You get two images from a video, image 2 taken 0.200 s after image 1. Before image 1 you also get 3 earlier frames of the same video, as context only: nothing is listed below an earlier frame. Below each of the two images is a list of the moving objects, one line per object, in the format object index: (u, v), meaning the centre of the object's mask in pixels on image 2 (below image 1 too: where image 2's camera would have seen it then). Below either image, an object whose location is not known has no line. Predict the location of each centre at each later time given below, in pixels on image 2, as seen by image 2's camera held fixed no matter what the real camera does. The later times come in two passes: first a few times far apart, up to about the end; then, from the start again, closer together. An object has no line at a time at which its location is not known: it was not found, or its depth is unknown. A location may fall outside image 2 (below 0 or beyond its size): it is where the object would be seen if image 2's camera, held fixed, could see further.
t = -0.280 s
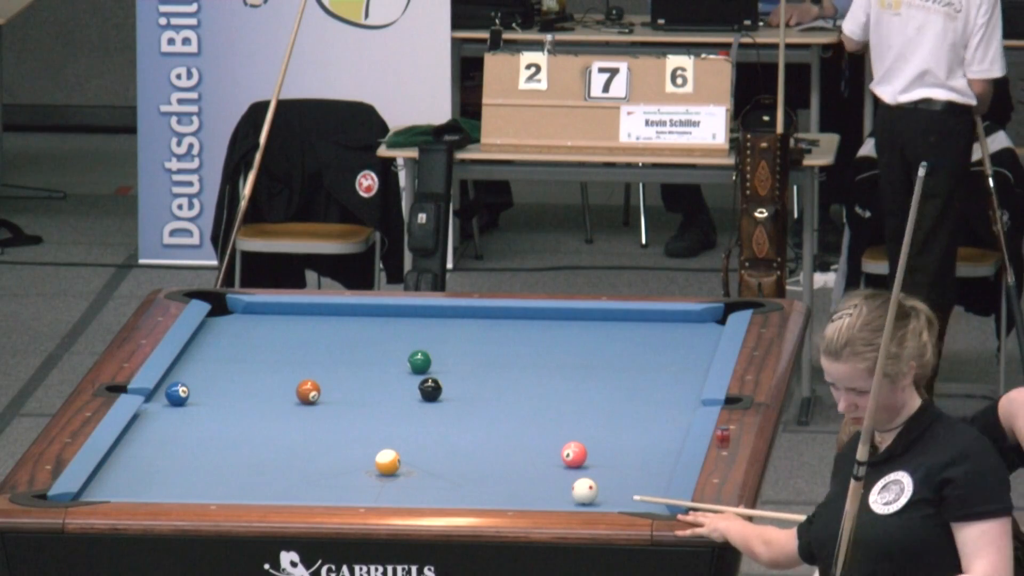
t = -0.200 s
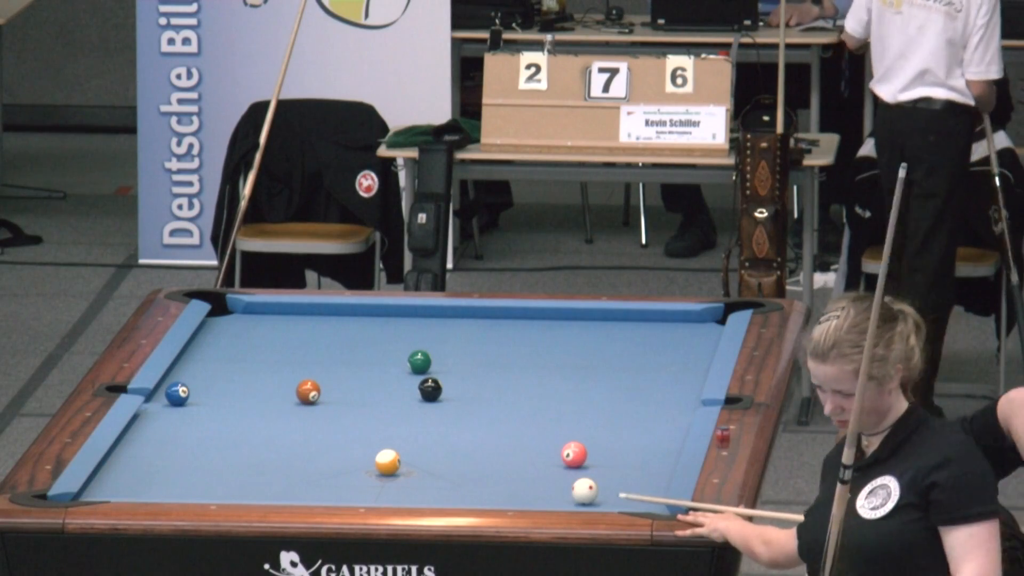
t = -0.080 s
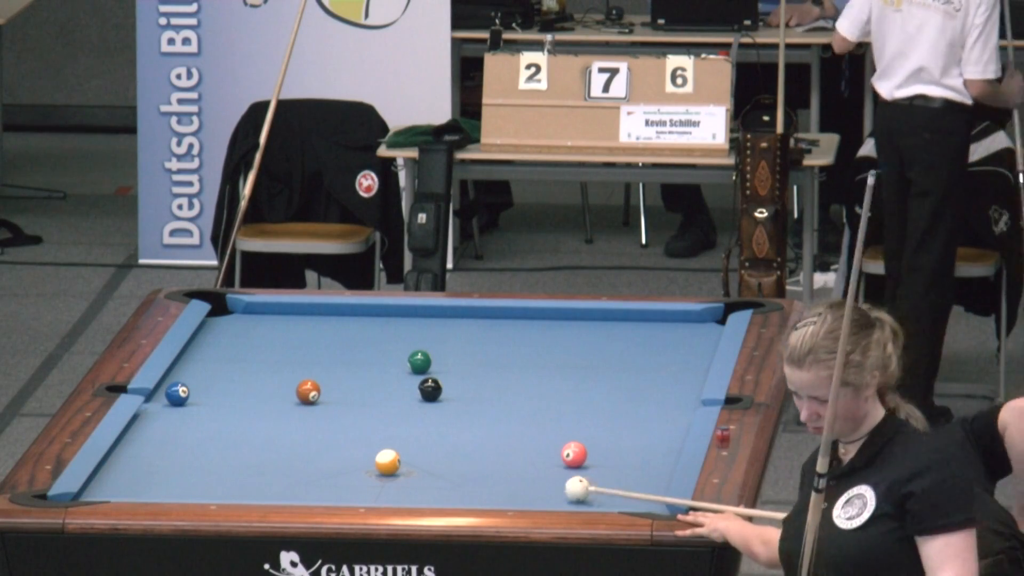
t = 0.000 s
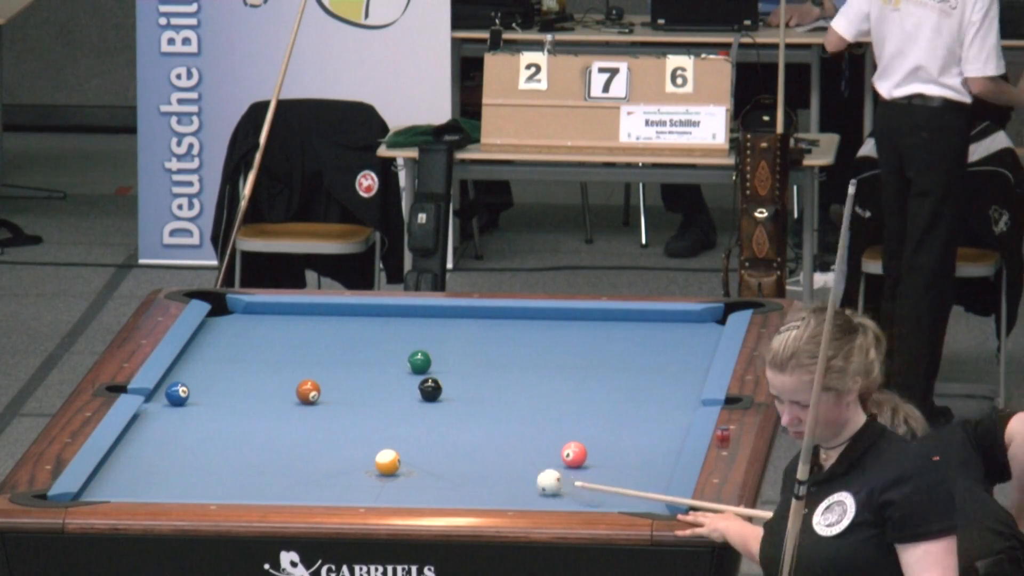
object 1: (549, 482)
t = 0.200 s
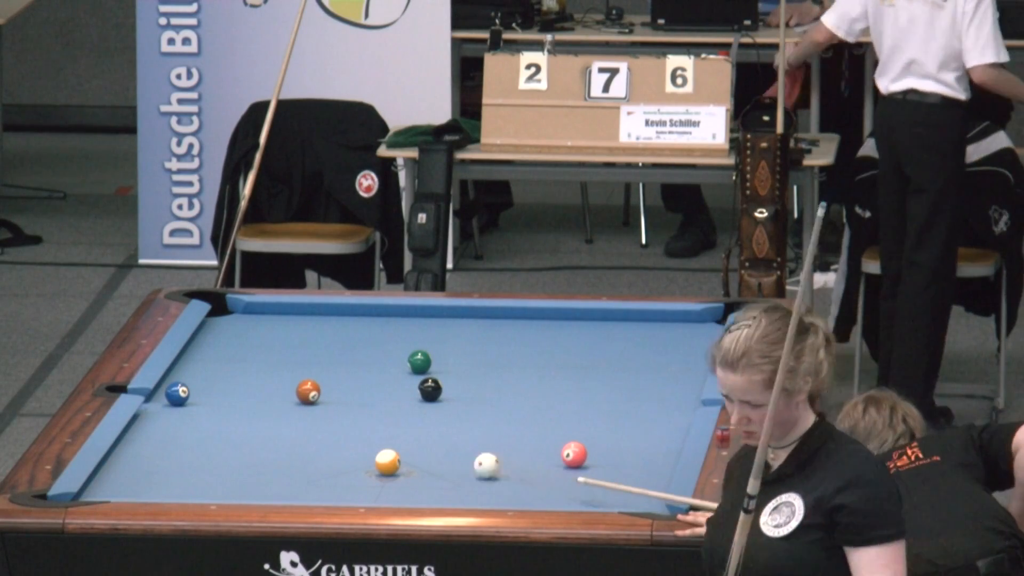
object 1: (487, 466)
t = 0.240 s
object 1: (474, 463)
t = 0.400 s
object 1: (426, 450)
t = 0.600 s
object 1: (368, 435)
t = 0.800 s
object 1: (312, 421)
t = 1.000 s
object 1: (257, 407)
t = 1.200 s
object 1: (205, 393)
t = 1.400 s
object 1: (175, 379)
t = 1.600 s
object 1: (197, 370)
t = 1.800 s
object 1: (222, 361)
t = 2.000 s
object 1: (246, 353)
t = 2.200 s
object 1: (267, 344)
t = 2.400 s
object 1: (289, 337)
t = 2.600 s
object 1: (309, 329)
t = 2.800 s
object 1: (328, 322)
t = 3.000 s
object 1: (347, 316)
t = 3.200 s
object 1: (365, 309)
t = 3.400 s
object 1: (373, 312)
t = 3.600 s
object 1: (379, 316)
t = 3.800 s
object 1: (386, 320)
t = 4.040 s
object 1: (393, 324)
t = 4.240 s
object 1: (399, 328)
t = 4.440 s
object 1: (404, 331)
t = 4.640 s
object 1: (408, 334)
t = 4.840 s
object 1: (413, 336)
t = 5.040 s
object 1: (416, 338)
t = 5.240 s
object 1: (419, 340)
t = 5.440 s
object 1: (422, 342)
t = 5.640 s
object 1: (424, 343)
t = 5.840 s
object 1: (426, 344)
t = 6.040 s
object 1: (427, 345)
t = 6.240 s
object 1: (427, 346)
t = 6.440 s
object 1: (428, 346)
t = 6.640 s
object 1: (429, 347)
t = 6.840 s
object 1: (429, 347)
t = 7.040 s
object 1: (429, 347)
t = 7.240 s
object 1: (429, 347)
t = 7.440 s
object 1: (429, 347)
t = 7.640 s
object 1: (429, 347)
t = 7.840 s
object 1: (429, 347)
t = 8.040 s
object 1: (429, 347)
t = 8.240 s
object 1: (429, 347)
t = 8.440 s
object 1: (429, 347)
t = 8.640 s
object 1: (429, 347)
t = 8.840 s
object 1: (429, 347)
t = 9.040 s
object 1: (429, 347)
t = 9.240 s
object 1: (429, 347)
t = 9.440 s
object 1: (429, 347)
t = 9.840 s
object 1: (429, 347)
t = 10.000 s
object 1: (429, 347)
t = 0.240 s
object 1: (474, 463)
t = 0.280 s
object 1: (462, 460)
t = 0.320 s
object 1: (450, 456)
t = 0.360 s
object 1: (438, 453)
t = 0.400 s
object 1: (426, 450)
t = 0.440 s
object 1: (414, 447)
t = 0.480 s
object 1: (403, 444)
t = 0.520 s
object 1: (390, 439)
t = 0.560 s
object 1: (379, 438)
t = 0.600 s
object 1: (368, 435)
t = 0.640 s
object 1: (356, 432)
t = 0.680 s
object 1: (345, 429)
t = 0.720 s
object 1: (334, 426)
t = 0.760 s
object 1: (323, 423)
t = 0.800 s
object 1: (312, 421)
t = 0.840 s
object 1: (301, 418)
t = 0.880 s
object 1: (290, 415)
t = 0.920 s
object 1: (279, 412)
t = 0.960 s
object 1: (268, 409)
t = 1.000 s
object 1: (257, 407)
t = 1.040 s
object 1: (247, 404)
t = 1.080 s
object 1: (236, 401)
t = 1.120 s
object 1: (226, 398)
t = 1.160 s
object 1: (216, 396)
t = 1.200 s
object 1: (205, 393)
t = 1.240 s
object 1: (198, 391)
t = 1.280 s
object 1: (192, 388)
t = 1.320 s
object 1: (187, 385)
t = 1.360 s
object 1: (181, 382)
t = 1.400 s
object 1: (175, 379)
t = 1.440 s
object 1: (177, 378)
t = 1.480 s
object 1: (182, 376)
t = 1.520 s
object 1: (187, 374)
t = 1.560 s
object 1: (192, 372)
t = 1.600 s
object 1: (197, 370)
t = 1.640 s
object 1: (203, 369)
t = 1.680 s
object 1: (208, 367)
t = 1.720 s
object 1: (212, 365)
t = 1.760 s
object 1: (217, 363)
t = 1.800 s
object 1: (222, 361)
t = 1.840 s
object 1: (227, 360)
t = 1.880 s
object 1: (232, 358)
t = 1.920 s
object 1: (236, 356)
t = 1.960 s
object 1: (241, 355)
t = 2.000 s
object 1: (246, 353)
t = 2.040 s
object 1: (250, 351)
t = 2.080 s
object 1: (254, 350)
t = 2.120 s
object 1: (259, 348)
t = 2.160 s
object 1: (263, 347)
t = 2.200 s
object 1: (267, 344)
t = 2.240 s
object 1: (272, 343)
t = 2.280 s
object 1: (276, 342)
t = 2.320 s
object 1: (280, 340)
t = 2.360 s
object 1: (285, 338)
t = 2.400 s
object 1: (289, 337)
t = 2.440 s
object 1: (293, 336)
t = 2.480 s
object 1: (297, 334)
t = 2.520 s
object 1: (301, 332)
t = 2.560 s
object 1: (305, 331)
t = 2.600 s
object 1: (309, 329)
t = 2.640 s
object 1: (312, 328)
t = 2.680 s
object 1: (317, 327)
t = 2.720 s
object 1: (320, 325)
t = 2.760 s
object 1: (324, 323)
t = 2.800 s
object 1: (328, 322)
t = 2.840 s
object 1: (332, 321)
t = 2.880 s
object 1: (336, 319)
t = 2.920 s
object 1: (339, 318)
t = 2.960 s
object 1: (343, 317)
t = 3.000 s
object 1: (347, 316)
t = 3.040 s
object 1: (350, 314)
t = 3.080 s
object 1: (354, 313)
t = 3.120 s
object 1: (357, 311)
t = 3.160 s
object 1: (361, 310)
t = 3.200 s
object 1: (365, 309)
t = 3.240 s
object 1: (367, 309)
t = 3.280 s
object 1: (368, 310)
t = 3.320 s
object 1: (370, 310)
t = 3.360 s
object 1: (371, 311)
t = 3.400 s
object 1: (373, 312)
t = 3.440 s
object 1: (374, 313)
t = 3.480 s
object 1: (376, 314)
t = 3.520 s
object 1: (377, 315)
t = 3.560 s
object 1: (378, 315)
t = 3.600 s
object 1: (379, 316)
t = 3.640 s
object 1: (381, 317)
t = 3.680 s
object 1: (382, 318)
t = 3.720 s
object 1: (384, 319)
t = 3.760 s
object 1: (385, 319)
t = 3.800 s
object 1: (386, 320)
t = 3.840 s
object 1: (387, 321)
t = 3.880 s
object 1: (389, 321)
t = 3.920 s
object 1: (390, 322)
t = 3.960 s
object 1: (391, 323)
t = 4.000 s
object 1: (392, 324)
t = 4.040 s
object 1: (393, 324)
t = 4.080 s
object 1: (395, 325)
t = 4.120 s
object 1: (396, 326)
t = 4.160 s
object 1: (397, 327)
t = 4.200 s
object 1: (398, 327)
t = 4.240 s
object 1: (399, 328)
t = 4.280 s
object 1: (400, 329)
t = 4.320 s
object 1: (401, 329)
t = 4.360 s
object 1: (402, 330)
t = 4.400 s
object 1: (403, 330)
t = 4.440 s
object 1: (404, 331)
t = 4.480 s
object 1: (405, 331)
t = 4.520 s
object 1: (406, 332)
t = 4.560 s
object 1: (407, 333)
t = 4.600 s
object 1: (408, 333)
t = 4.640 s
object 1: (408, 334)
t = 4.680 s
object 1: (409, 334)
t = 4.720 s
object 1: (410, 335)
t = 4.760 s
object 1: (411, 335)
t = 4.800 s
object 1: (412, 336)
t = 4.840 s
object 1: (413, 336)
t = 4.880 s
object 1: (413, 337)
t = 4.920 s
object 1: (414, 337)
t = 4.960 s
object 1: (415, 338)
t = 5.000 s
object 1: (415, 338)
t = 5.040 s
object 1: (416, 338)
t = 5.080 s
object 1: (416, 339)
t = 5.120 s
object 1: (417, 339)
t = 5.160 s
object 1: (418, 339)
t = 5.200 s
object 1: (418, 340)
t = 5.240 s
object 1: (419, 340)
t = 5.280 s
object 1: (420, 340)
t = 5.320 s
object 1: (420, 341)
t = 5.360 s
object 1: (420, 341)
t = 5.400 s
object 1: (421, 341)
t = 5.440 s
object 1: (422, 342)
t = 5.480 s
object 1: (422, 342)
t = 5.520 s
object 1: (423, 342)
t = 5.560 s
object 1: (423, 342)
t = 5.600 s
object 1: (423, 343)
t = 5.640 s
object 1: (424, 343)
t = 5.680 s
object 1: (424, 343)
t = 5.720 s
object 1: (425, 343)
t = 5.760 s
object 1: (425, 343)
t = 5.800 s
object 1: (425, 344)
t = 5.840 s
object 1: (426, 344)
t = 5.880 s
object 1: (426, 344)
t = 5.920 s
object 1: (426, 344)
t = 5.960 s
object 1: (426, 345)
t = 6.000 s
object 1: (427, 345)
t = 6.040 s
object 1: (427, 345)
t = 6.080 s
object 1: (427, 345)
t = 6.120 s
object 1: (427, 345)
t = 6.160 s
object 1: (427, 345)
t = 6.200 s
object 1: (427, 345)
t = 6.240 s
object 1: (427, 346)
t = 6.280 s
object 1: (428, 346)
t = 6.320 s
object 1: (428, 346)
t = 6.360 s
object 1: (428, 346)
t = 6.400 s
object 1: (428, 346)
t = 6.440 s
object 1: (428, 346)
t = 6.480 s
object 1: (428, 346)
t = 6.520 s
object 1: (428, 346)
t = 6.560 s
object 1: (428, 346)
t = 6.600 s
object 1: (428, 347)
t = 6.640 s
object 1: (429, 347)
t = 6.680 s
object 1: (429, 347)
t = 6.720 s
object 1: (429, 347)
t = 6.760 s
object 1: (429, 347)
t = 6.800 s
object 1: (429, 347)
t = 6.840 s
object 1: (429, 347)
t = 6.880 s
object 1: (429, 347)
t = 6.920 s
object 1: (429, 347)
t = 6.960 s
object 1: (429, 347)
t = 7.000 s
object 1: (429, 347)
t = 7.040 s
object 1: (429, 347)
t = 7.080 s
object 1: (429, 347)
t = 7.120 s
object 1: (429, 347)
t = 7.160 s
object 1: (429, 347)
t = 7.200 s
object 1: (429, 347)
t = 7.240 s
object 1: (429, 347)
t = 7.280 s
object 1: (429, 347)
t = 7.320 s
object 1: (429, 347)
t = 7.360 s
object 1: (429, 347)
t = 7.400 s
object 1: (429, 347)
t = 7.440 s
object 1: (429, 347)
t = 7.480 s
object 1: (429, 347)
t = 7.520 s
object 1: (429, 347)
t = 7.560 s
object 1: (429, 347)
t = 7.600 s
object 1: (429, 347)
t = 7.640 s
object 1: (429, 347)
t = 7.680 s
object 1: (429, 347)
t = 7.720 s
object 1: (429, 347)
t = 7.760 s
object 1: (429, 347)
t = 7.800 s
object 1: (429, 347)
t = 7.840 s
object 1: (429, 347)
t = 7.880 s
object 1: (429, 347)
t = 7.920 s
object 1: (429, 347)
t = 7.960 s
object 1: (429, 347)
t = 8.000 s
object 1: (429, 347)
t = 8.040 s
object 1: (429, 347)
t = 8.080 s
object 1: (429, 347)
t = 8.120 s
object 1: (429, 347)
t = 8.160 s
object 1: (429, 347)
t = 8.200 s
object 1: (429, 347)
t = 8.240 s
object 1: (429, 347)
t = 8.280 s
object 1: (429, 347)
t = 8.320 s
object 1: (429, 347)
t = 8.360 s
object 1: (429, 347)
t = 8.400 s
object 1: (429, 347)
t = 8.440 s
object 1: (429, 347)
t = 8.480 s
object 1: (429, 347)
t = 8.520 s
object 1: (429, 347)
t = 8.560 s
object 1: (429, 347)
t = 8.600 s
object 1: (429, 347)
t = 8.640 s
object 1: (429, 347)
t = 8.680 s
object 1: (429, 347)
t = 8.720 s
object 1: (429, 347)
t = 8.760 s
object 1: (429, 347)
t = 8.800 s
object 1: (429, 347)
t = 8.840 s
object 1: (429, 347)
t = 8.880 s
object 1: (429, 347)
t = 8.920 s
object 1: (429, 347)
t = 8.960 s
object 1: (429, 347)
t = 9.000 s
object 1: (429, 347)
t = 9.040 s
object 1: (429, 347)
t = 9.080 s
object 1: (429, 347)
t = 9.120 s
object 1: (429, 347)
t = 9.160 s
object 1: (429, 347)
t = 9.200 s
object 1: (429, 347)
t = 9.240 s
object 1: (429, 347)
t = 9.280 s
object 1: (429, 347)
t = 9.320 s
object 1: (429, 347)
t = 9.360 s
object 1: (429, 347)
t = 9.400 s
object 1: (429, 347)
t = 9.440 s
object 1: (429, 347)
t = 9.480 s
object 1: (428, 347)
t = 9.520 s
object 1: (420, 344)
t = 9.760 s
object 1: (431, 347)
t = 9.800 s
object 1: (429, 347)
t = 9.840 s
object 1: (429, 347)
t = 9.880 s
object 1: (429, 347)
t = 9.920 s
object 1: (429, 347)
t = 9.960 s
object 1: (429, 347)
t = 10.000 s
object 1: (429, 347)
